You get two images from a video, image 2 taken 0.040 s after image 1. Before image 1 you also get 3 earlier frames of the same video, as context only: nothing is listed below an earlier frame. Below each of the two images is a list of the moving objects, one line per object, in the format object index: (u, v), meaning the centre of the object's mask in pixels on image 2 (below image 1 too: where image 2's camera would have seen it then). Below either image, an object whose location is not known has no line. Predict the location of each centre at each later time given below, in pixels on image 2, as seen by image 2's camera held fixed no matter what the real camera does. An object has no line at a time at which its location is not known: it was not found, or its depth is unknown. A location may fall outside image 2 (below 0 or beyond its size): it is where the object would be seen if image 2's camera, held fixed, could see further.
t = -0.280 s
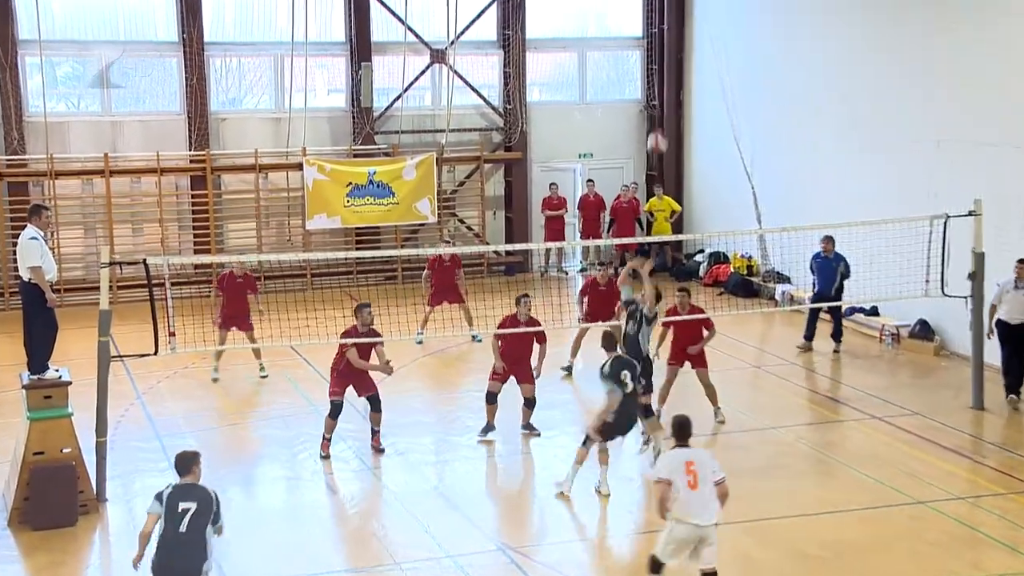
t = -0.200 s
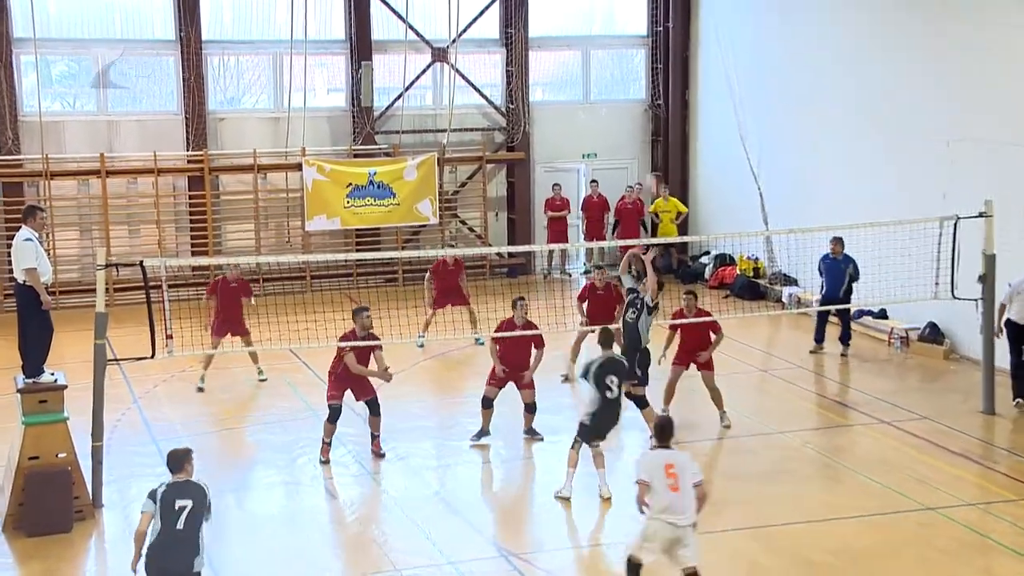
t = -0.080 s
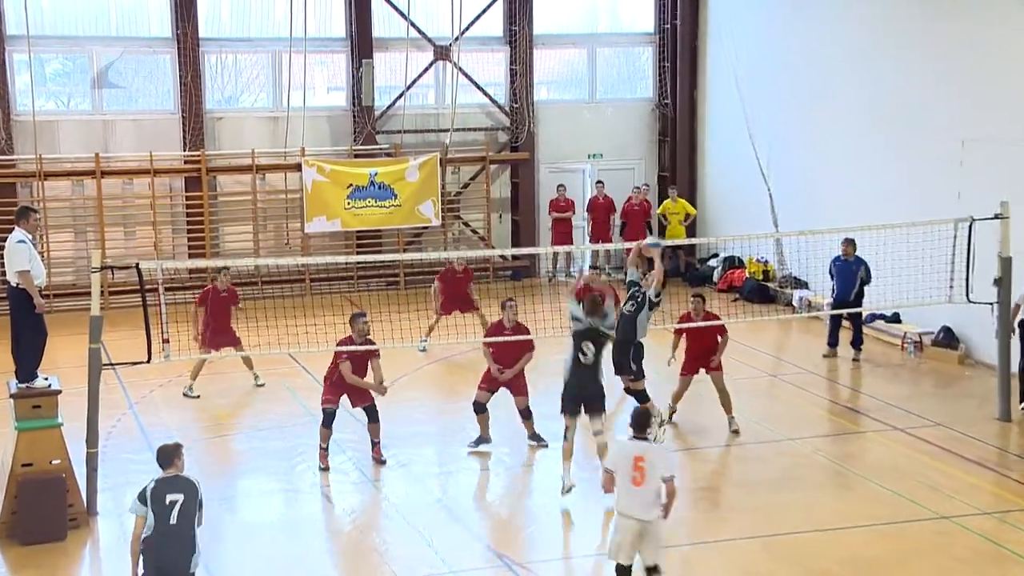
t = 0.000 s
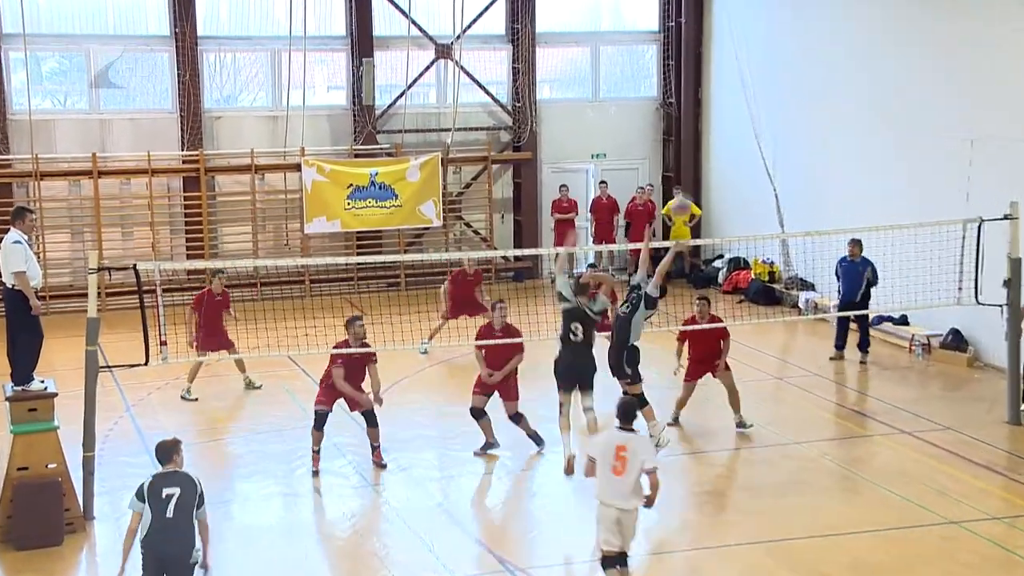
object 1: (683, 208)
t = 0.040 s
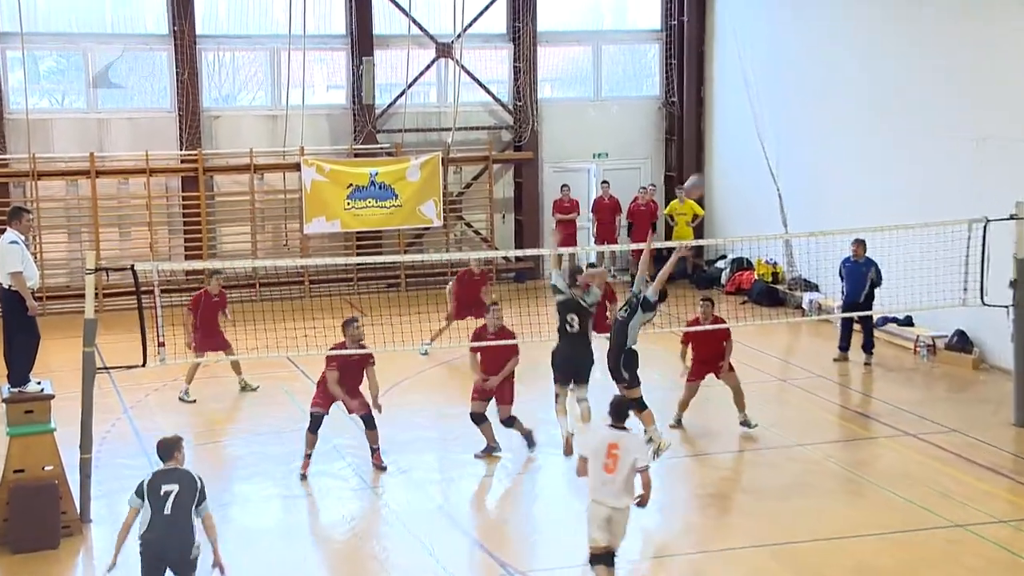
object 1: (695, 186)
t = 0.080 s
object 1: (707, 169)
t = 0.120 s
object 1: (722, 150)
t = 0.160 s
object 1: (735, 135)
